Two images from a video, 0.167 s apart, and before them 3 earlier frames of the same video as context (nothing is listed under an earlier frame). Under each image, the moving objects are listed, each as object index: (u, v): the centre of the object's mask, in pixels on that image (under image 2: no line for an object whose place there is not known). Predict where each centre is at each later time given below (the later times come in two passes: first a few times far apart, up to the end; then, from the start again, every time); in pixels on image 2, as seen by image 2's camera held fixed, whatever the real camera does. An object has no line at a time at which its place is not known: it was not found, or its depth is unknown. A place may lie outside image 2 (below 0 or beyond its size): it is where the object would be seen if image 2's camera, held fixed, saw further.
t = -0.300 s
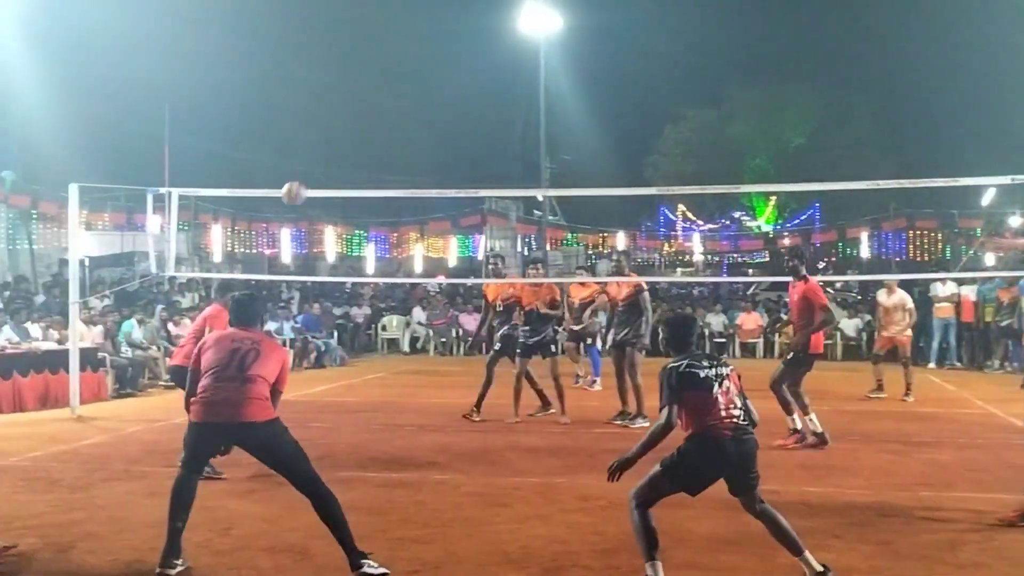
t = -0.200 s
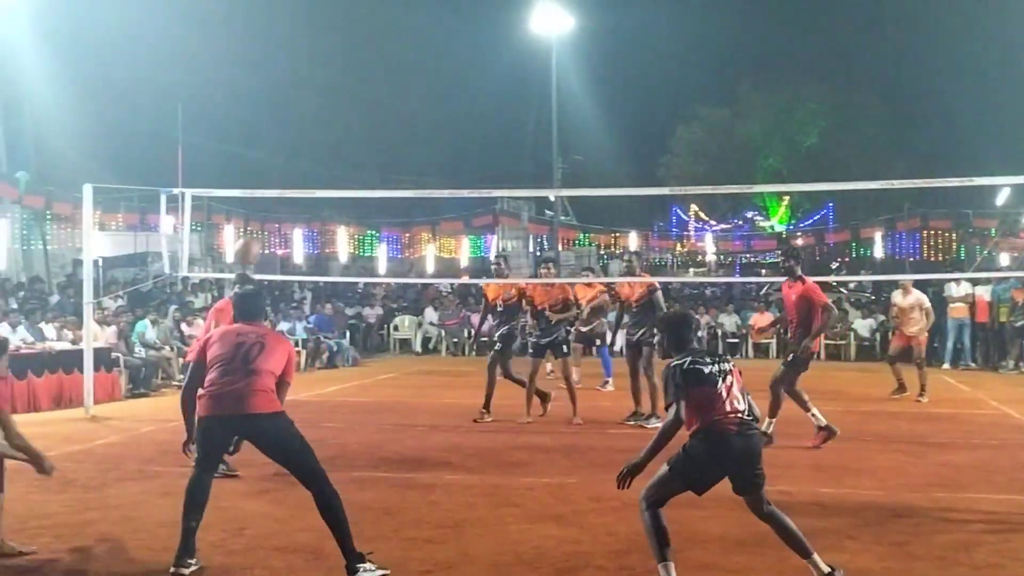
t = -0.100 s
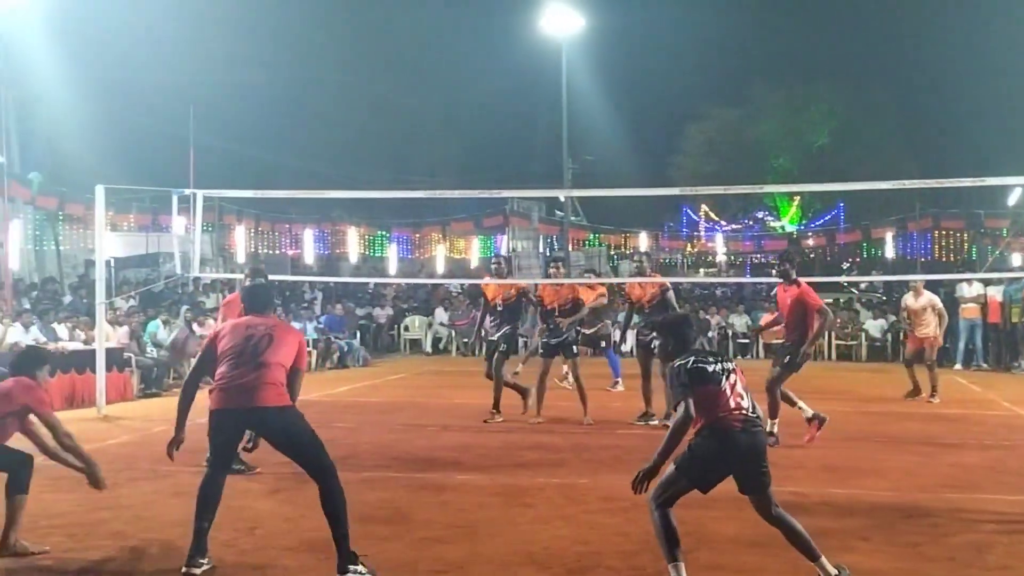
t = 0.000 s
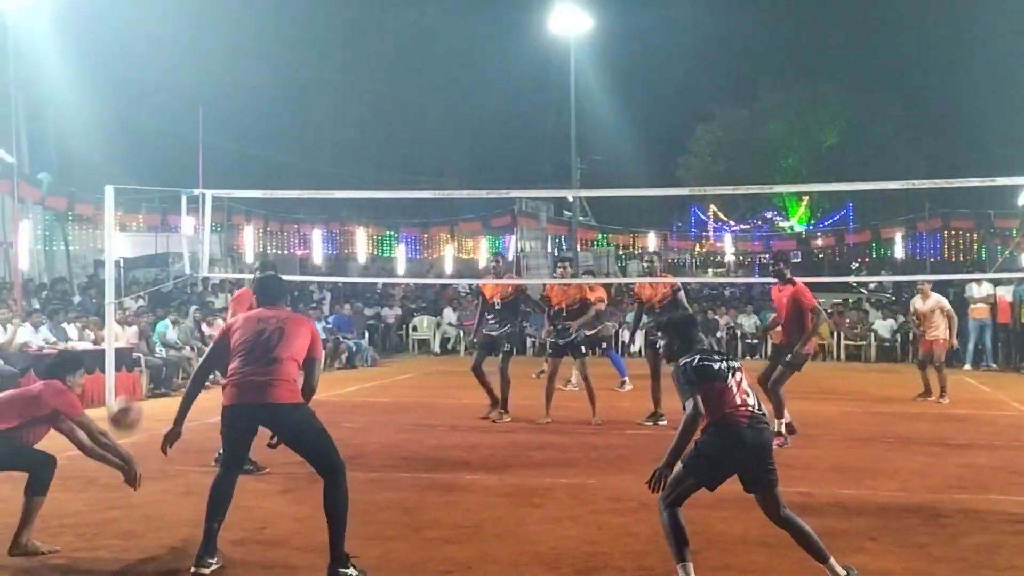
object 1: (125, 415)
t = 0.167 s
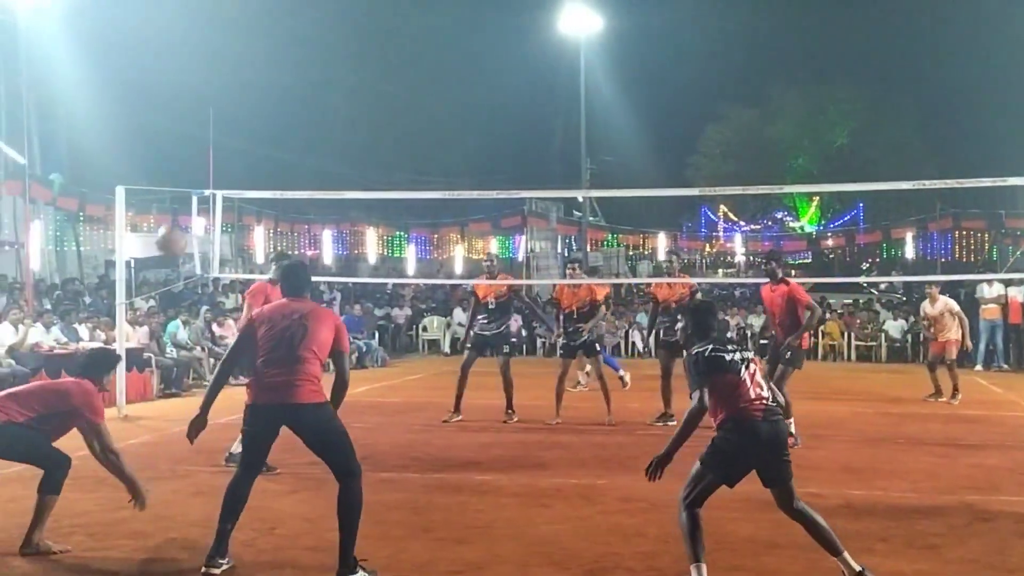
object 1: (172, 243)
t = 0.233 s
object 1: (181, 191)
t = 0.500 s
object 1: (219, 67)
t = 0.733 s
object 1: (242, 42)
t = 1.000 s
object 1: (260, 81)
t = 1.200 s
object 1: (272, 148)
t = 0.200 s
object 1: (177, 215)
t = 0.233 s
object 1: (181, 191)
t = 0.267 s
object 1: (188, 166)
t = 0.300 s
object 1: (193, 148)
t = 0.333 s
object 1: (198, 130)
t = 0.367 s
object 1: (203, 114)
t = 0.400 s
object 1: (208, 99)
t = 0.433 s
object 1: (212, 87)
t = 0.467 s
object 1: (215, 76)
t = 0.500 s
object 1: (219, 67)
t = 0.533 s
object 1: (223, 59)
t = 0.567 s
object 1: (227, 53)
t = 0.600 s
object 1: (229, 48)
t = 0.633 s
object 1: (232, 44)
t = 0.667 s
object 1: (235, 42)
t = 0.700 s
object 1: (239, 42)
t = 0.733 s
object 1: (242, 42)
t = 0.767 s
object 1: (245, 43)
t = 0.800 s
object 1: (247, 46)
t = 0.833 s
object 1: (249, 49)
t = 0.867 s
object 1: (252, 54)
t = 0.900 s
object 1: (254, 60)
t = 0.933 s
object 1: (257, 66)
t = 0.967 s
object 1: (258, 73)
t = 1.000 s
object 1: (260, 81)
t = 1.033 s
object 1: (263, 91)
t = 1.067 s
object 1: (265, 102)
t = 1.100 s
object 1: (266, 112)
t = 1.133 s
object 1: (268, 123)
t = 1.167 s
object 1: (269, 135)
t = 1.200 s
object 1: (272, 148)
